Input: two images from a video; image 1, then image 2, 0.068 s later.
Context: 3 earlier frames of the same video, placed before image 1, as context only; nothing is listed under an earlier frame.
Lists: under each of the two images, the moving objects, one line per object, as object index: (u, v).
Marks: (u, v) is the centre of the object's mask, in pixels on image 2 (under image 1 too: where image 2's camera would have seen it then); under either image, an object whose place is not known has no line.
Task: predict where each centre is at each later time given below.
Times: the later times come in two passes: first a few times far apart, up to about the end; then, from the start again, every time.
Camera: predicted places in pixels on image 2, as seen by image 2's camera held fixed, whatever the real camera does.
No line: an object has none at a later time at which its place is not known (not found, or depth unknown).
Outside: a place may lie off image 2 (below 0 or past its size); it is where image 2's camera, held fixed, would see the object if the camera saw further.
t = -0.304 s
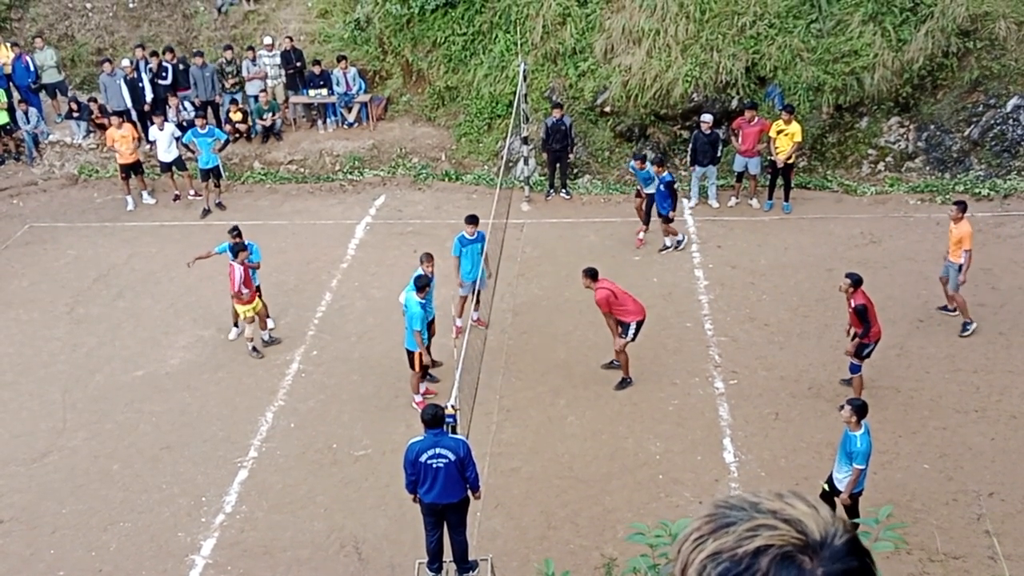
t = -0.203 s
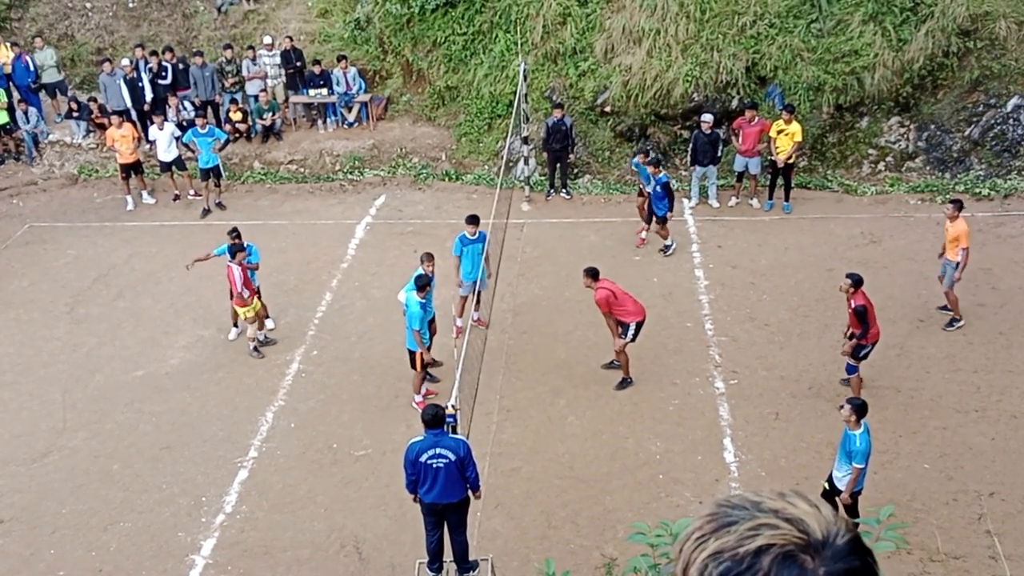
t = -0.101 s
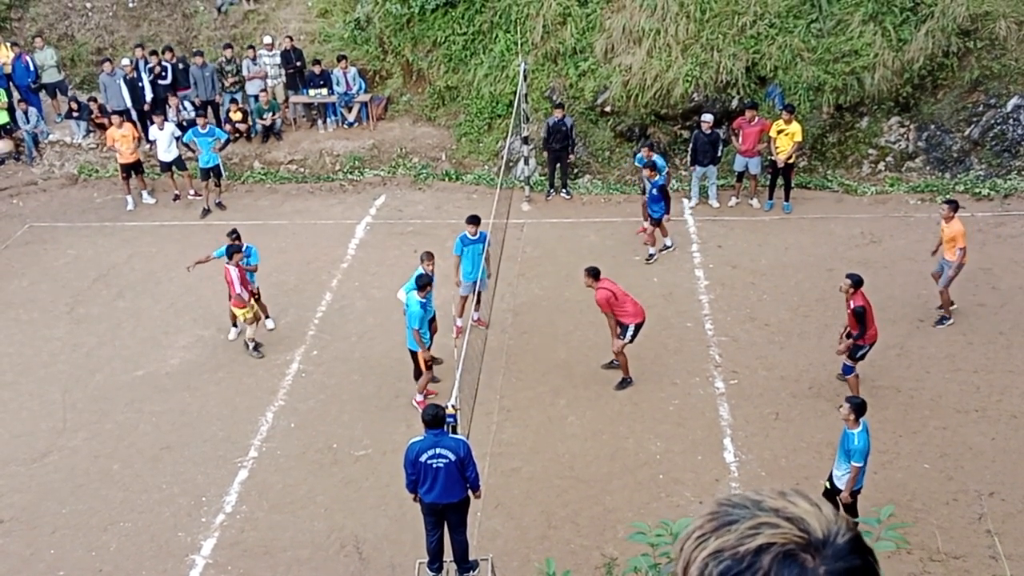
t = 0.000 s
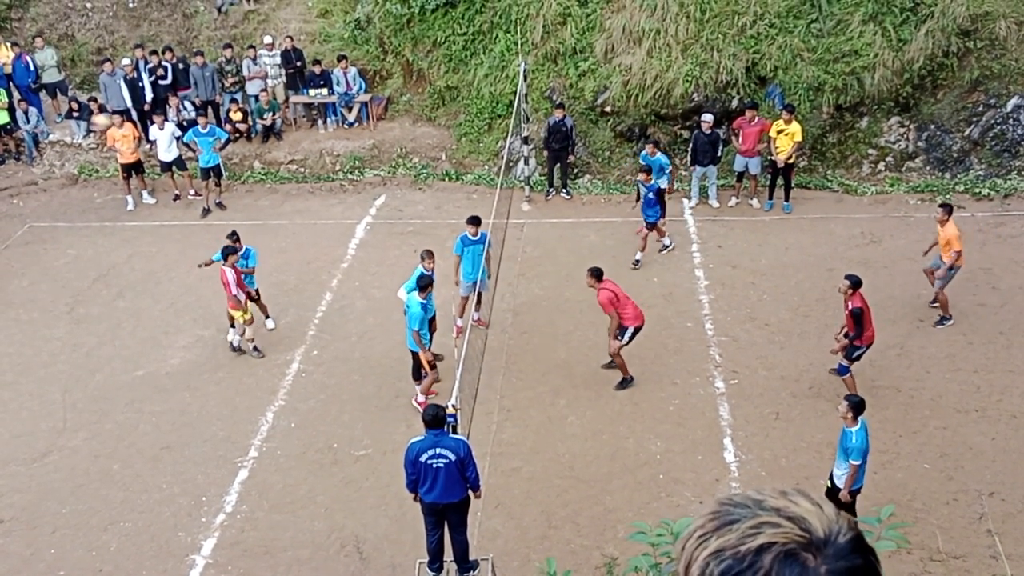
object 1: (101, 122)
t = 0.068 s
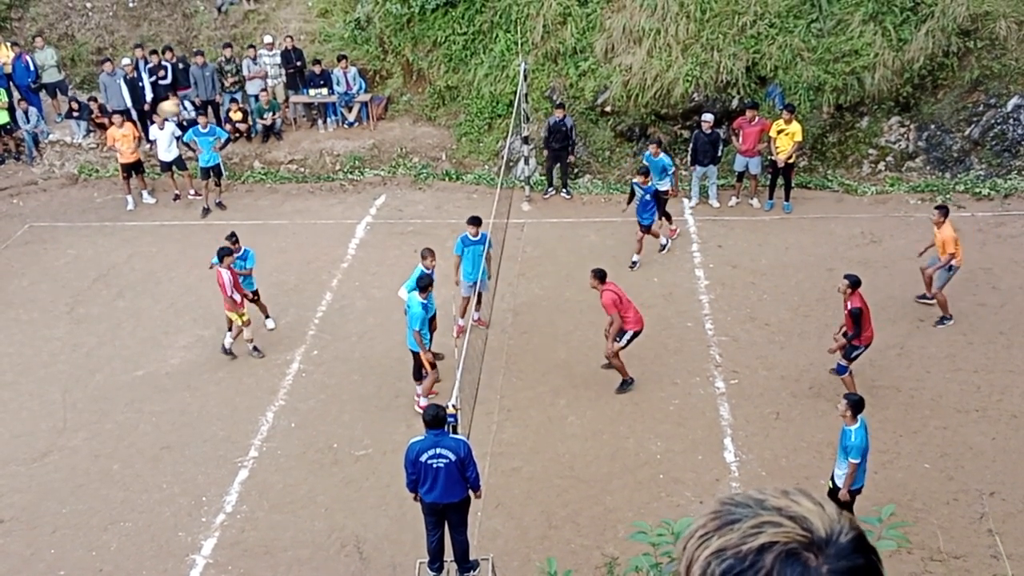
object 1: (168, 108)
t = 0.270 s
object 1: (367, 92)
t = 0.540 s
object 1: (613, 110)
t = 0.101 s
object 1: (202, 103)
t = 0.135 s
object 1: (237, 99)
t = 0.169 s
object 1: (268, 97)
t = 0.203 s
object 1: (303, 95)
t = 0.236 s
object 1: (335, 93)
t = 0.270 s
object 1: (367, 92)
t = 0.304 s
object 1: (400, 91)
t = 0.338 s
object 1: (431, 91)
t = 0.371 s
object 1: (463, 93)
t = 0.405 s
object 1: (494, 95)
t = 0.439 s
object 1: (525, 98)
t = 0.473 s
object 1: (555, 102)
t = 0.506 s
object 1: (585, 105)
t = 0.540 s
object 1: (613, 110)
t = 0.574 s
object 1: (643, 116)
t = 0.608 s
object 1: (672, 121)
